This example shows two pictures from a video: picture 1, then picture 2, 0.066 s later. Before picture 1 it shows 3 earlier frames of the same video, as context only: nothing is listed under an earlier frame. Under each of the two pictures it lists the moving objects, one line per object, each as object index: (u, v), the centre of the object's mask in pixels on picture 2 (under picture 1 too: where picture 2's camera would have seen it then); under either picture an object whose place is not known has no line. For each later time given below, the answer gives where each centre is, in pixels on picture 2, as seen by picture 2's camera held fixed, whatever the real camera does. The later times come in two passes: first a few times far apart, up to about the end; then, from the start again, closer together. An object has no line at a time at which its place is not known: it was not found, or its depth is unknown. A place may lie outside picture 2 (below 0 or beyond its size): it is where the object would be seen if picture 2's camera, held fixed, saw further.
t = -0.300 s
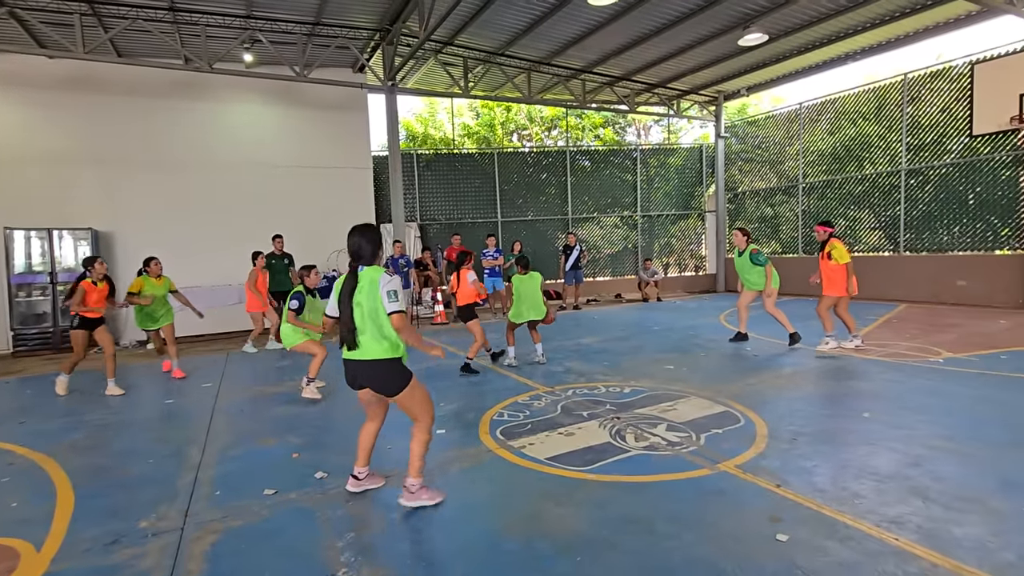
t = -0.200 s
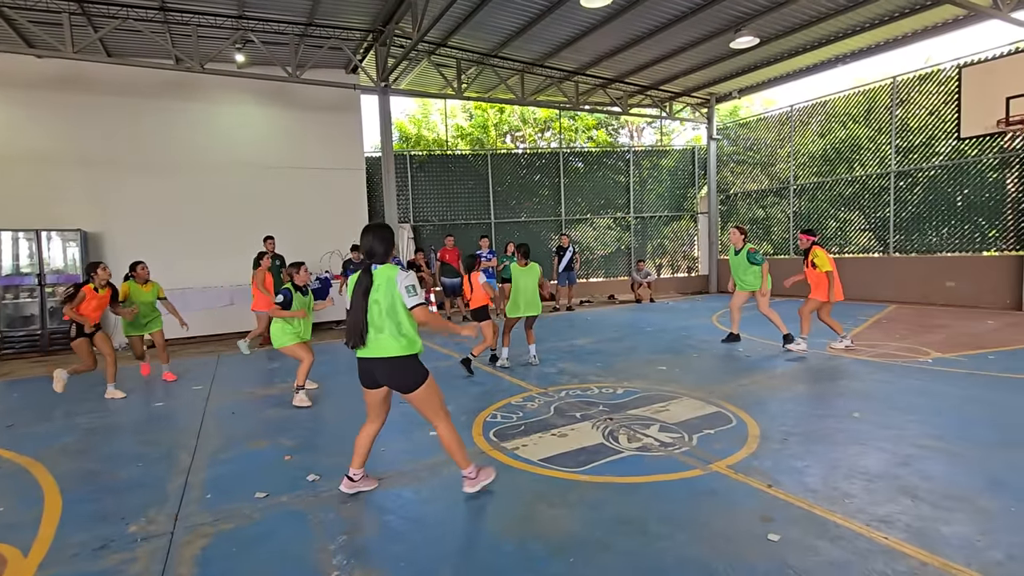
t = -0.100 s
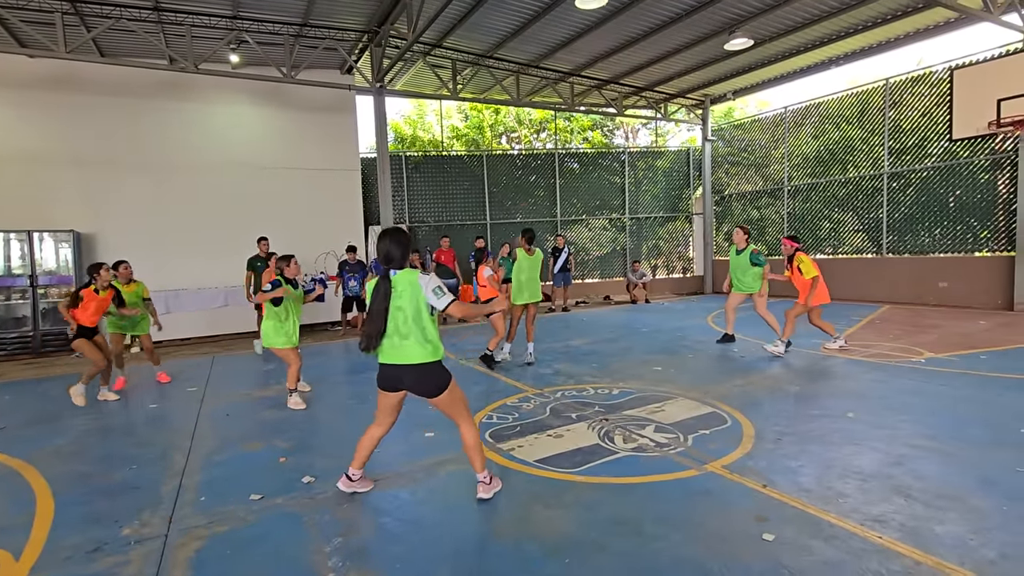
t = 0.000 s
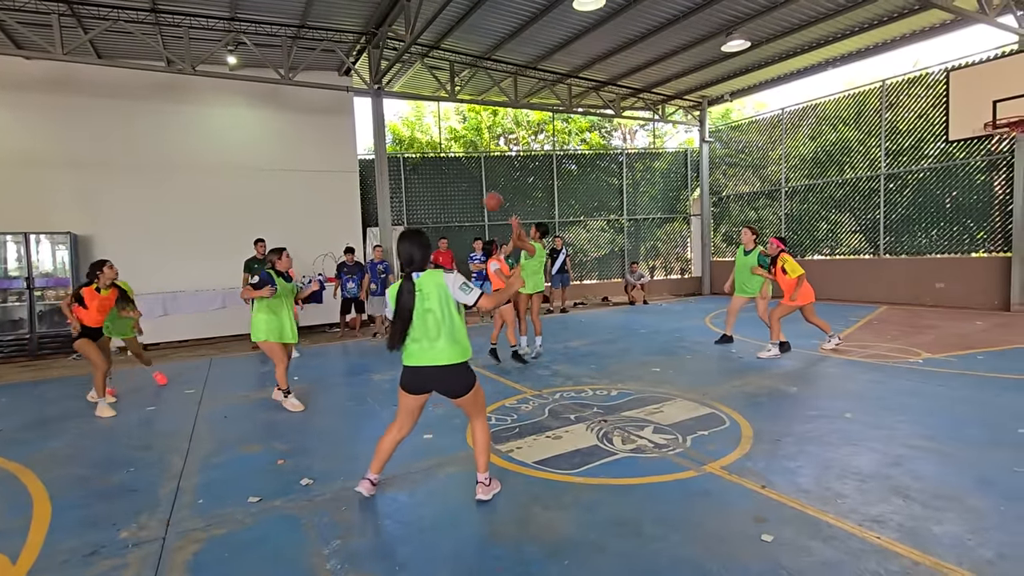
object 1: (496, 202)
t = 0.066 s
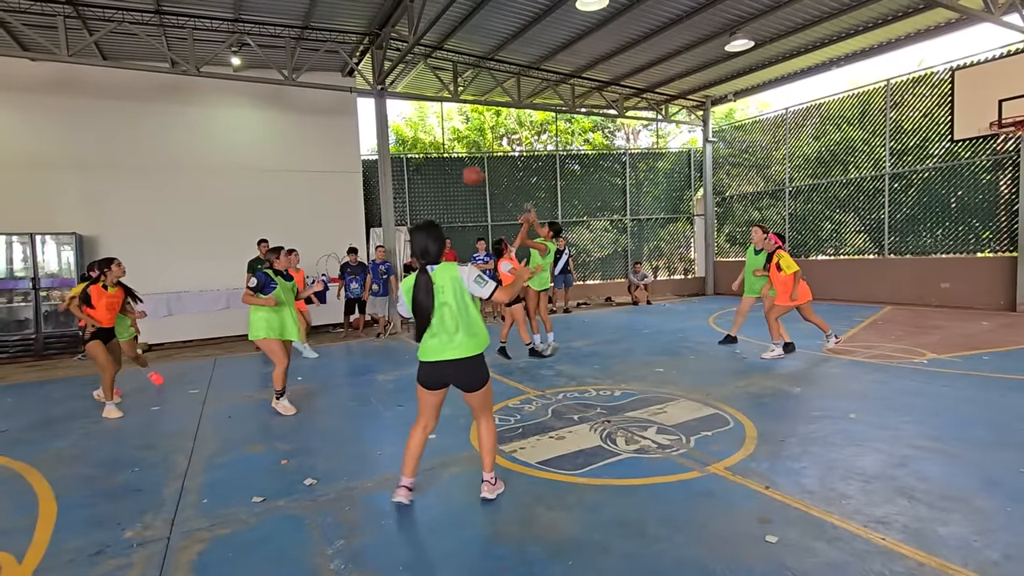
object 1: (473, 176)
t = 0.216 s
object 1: (415, 125)
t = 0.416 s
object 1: (322, 76)
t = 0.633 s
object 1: (185, 61)
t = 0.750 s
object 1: (97, 81)
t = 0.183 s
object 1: (429, 135)
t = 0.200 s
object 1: (422, 130)
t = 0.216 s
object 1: (415, 125)
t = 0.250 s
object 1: (402, 115)
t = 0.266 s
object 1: (393, 110)
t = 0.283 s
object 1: (386, 104)
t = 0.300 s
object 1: (379, 101)
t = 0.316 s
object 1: (371, 97)
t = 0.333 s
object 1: (363, 93)
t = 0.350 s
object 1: (355, 90)
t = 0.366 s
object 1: (347, 87)
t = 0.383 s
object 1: (338, 82)
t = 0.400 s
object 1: (330, 79)
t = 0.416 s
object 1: (322, 76)
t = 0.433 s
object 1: (312, 73)
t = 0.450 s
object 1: (303, 70)
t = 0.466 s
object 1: (295, 68)
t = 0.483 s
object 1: (284, 66)
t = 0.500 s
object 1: (275, 65)
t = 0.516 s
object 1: (265, 63)
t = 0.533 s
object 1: (255, 62)
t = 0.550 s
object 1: (244, 61)
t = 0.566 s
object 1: (233, 61)
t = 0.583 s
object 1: (222, 60)
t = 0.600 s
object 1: (211, 61)
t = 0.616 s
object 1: (198, 61)
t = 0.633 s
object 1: (185, 61)
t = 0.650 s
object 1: (174, 63)
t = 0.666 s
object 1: (162, 66)
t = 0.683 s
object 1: (150, 68)
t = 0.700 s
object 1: (137, 71)
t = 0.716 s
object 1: (125, 74)
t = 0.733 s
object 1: (111, 77)
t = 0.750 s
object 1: (97, 81)
